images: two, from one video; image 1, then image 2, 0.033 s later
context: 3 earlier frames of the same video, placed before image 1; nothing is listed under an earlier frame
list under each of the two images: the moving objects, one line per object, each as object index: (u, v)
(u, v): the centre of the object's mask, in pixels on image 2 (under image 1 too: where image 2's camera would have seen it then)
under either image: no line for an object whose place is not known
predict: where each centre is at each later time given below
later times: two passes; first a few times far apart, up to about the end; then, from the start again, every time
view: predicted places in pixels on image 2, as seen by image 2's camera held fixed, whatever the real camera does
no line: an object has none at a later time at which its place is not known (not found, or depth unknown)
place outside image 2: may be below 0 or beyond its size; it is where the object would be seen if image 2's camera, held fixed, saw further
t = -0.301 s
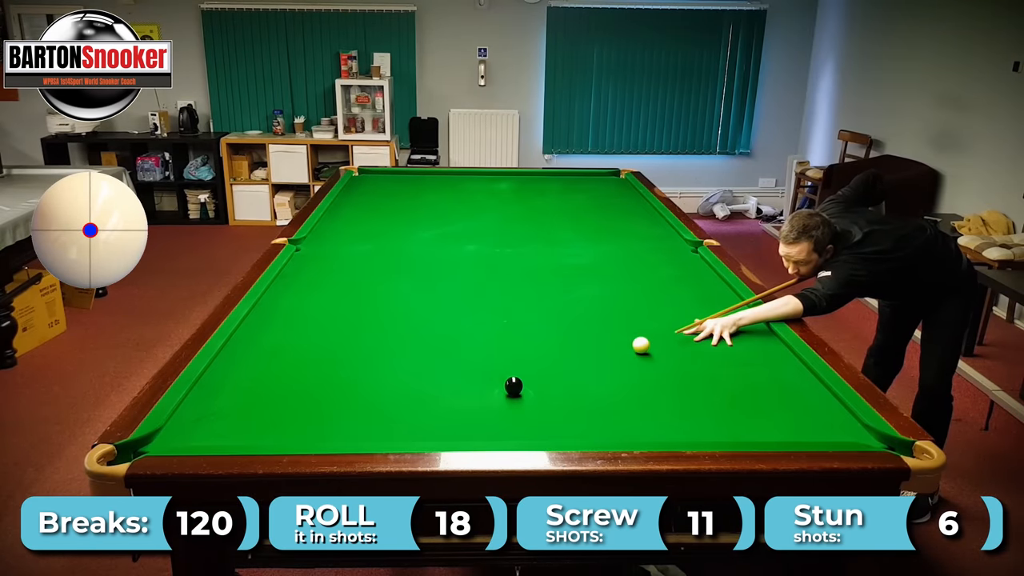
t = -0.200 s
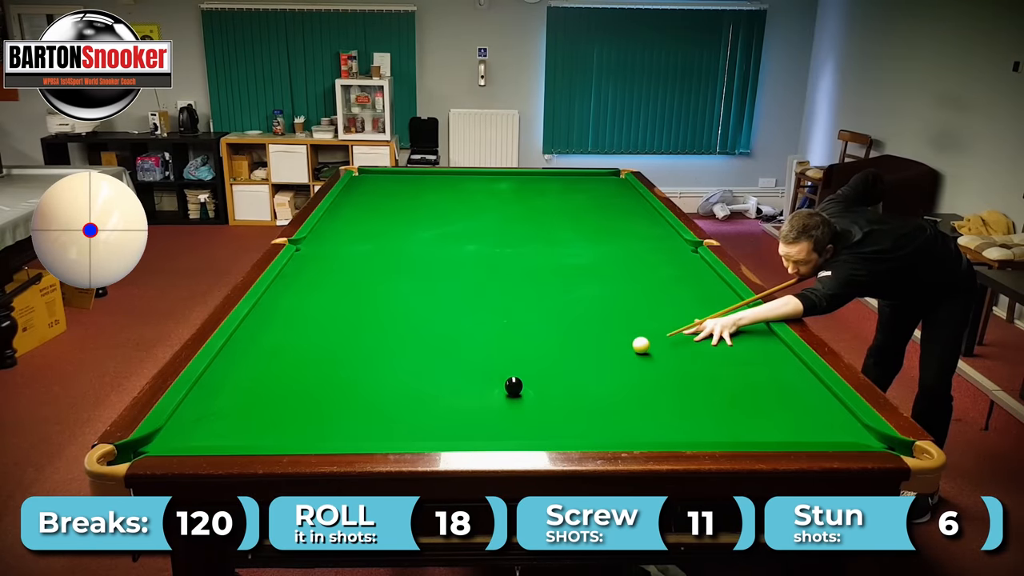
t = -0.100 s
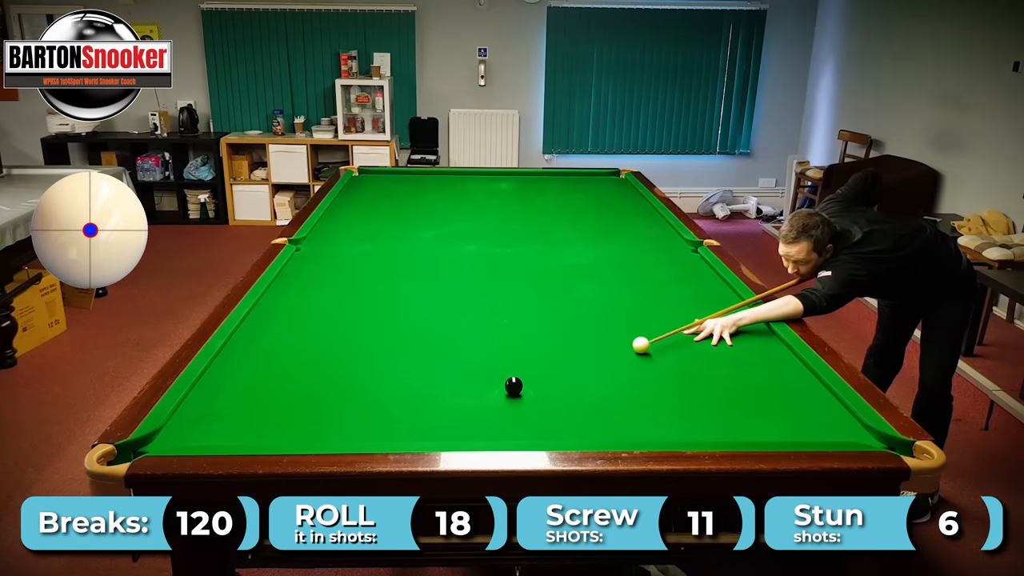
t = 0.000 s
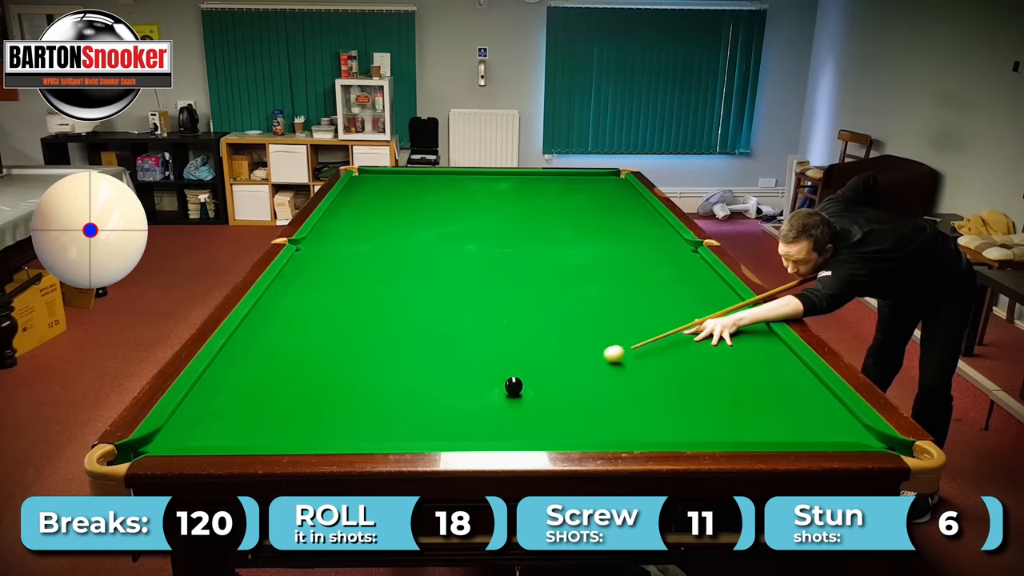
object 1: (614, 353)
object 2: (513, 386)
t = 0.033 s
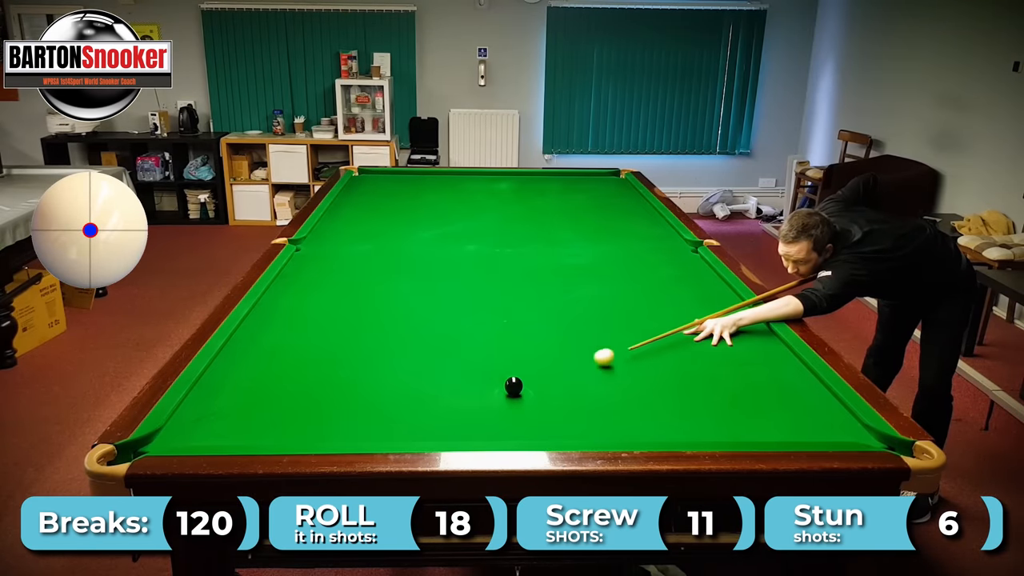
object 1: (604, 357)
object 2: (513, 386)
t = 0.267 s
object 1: (540, 379)
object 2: (513, 386)
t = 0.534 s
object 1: (524, 397)
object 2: (456, 395)
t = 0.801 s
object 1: (511, 415)
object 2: (394, 405)
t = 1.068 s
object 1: (498, 432)
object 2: (331, 415)
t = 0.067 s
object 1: (595, 360)
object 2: (513, 386)
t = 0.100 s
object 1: (586, 363)
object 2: (513, 386)
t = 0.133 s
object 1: (577, 366)
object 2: (513, 386)
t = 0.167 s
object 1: (568, 369)
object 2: (513, 386)
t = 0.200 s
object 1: (559, 373)
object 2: (513, 386)
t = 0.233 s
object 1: (550, 376)
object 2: (513, 386)
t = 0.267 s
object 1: (540, 379)
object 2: (513, 386)
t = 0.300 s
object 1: (531, 382)
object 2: (512, 386)
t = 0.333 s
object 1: (532, 385)
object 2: (503, 387)
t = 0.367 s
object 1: (531, 387)
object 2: (494, 389)
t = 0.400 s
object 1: (530, 389)
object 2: (486, 390)
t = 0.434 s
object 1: (529, 391)
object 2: (478, 391)
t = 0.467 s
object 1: (527, 393)
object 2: (471, 392)
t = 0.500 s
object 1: (525, 395)
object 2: (463, 394)
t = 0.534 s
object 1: (524, 397)
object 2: (456, 395)
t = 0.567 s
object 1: (522, 399)
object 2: (448, 396)
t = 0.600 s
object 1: (521, 402)
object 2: (440, 397)
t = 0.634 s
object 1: (519, 404)
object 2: (433, 399)
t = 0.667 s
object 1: (517, 406)
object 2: (425, 400)
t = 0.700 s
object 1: (516, 408)
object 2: (417, 401)
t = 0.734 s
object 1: (514, 410)
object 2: (410, 402)
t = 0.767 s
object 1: (513, 413)
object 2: (402, 403)
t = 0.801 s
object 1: (511, 415)
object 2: (394, 405)
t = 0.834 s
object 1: (510, 417)
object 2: (386, 406)
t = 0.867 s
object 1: (508, 419)
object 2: (378, 407)
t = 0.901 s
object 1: (506, 422)
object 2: (370, 408)
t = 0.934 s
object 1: (505, 424)
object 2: (363, 410)
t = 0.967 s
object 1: (503, 426)
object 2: (355, 411)
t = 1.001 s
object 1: (501, 429)
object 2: (347, 413)
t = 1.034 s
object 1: (500, 431)
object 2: (339, 414)
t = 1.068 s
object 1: (498, 432)
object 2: (331, 415)
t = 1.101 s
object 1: (497, 433)
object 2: (323, 416)
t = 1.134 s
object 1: (495, 435)
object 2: (315, 418)
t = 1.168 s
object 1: (494, 436)
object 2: (307, 419)
